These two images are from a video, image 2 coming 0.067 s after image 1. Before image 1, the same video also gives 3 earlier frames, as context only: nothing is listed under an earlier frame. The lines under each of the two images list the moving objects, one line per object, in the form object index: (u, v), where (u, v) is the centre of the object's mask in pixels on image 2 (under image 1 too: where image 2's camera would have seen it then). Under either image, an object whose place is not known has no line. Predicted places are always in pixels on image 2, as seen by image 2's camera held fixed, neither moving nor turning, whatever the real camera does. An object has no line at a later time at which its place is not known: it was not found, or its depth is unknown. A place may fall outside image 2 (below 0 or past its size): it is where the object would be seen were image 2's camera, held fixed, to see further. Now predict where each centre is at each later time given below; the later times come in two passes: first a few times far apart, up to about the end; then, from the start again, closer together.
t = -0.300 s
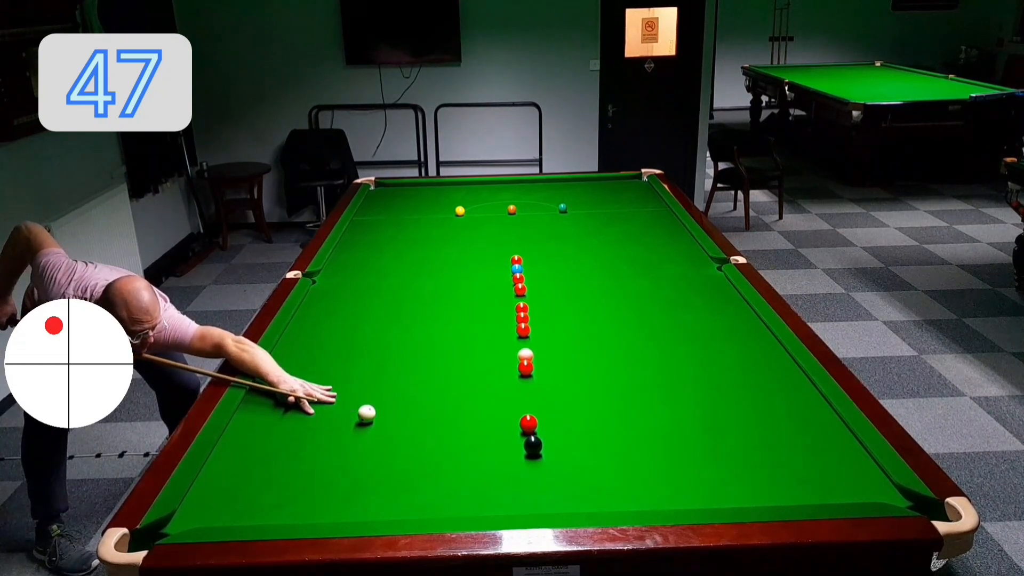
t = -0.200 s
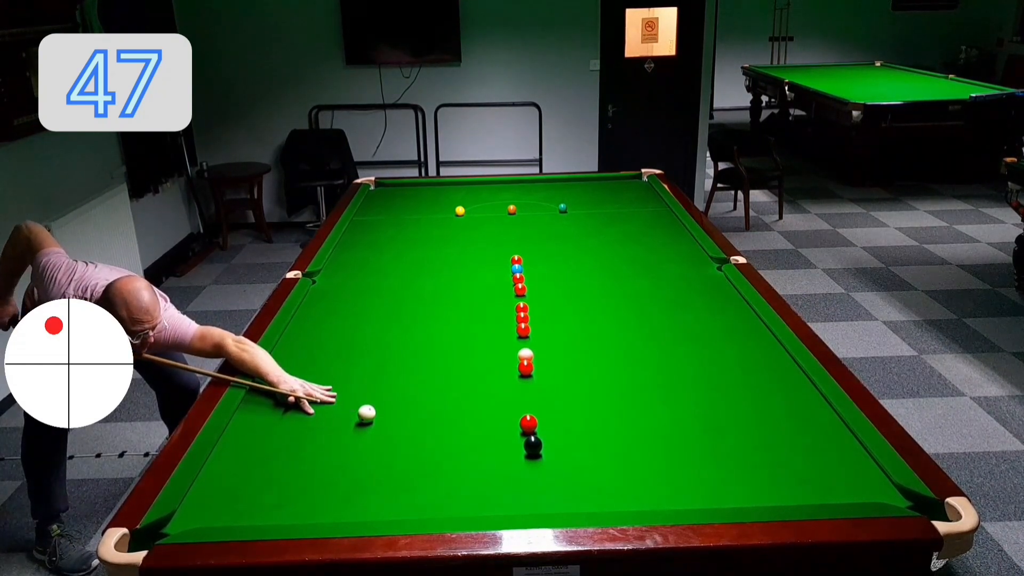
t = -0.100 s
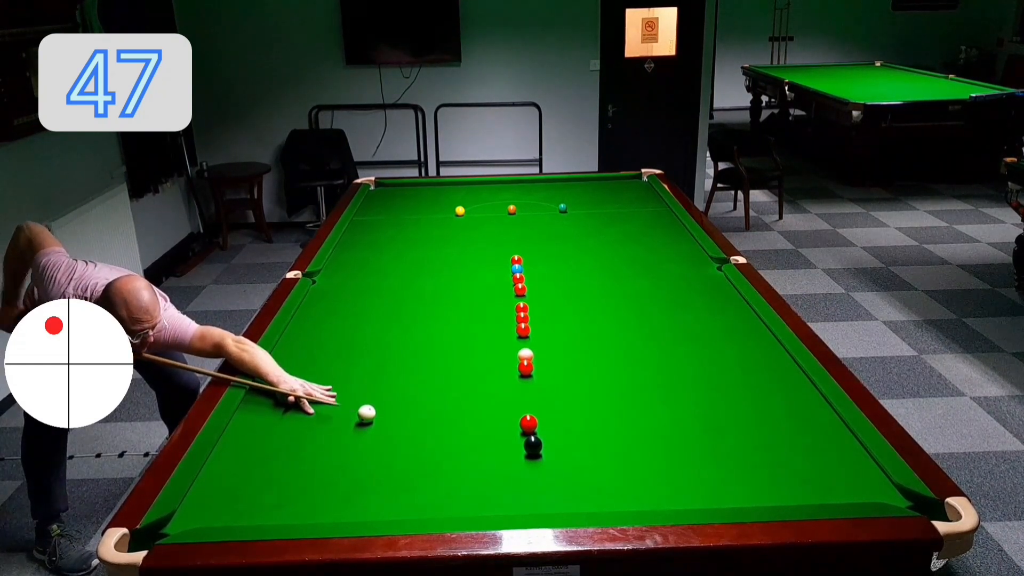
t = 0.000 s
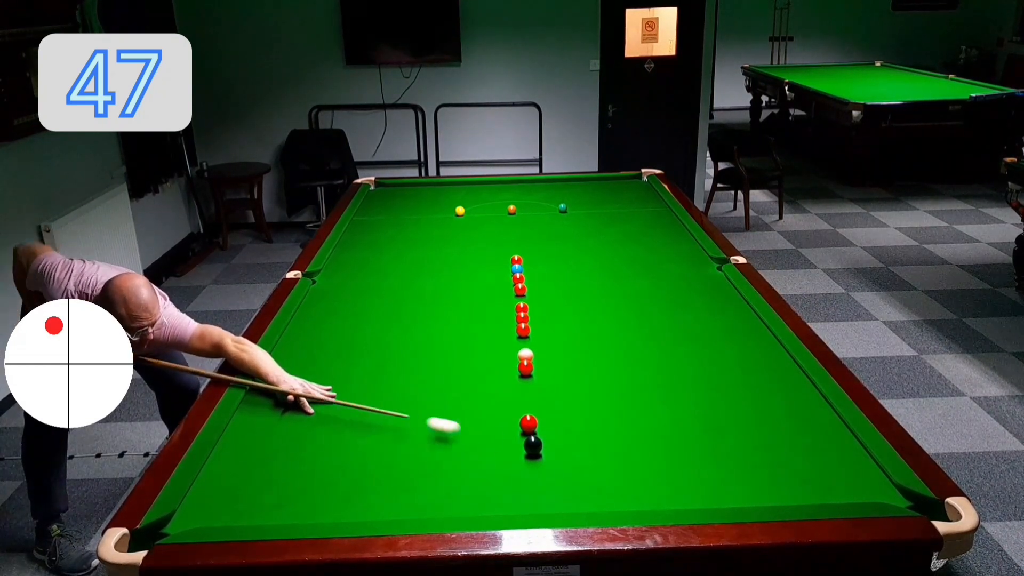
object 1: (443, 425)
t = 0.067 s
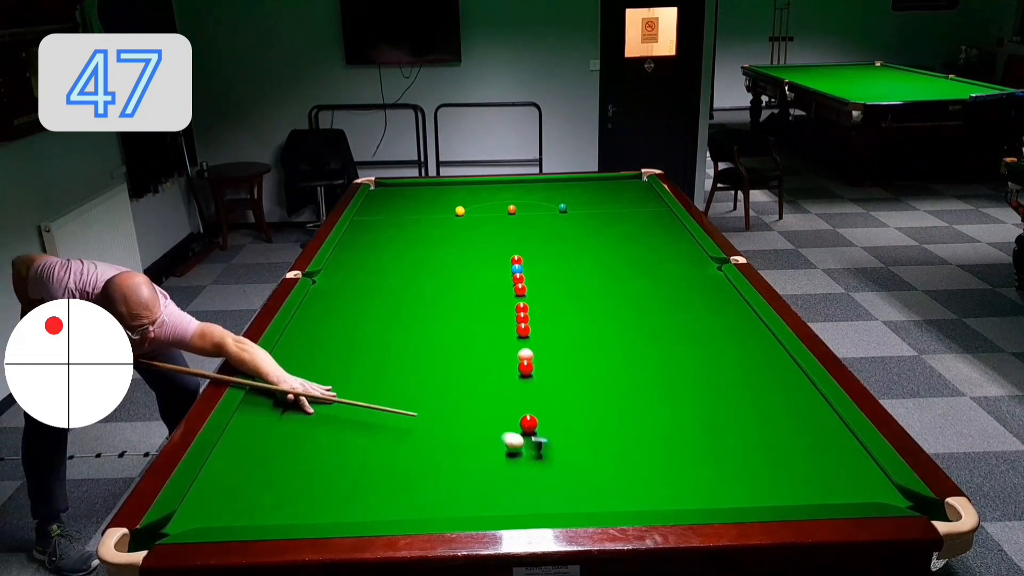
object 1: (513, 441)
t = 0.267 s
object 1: (518, 461)
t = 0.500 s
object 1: (562, 488)
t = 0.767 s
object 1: (626, 495)
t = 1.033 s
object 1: (672, 472)
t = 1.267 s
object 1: (708, 455)
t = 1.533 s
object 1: (745, 436)
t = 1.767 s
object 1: (774, 421)
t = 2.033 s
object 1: (803, 406)
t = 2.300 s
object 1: (801, 393)
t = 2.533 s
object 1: (776, 385)
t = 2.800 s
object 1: (750, 375)
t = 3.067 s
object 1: (727, 367)
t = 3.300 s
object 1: (708, 361)
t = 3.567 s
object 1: (690, 354)
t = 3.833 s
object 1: (673, 348)
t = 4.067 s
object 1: (660, 344)
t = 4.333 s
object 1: (647, 339)
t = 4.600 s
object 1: (632, 334)
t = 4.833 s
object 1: (627, 332)
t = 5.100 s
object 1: (618, 329)
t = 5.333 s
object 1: (611, 326)
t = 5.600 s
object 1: (605, 324)
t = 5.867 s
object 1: (599, 323)
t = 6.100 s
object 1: (596, 321)
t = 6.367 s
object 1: (593, 320)
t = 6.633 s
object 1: (591, 319)
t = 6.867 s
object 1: (591, 319)
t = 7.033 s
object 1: (590, 319)
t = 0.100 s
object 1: (513, 445)
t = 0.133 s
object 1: (513, 448)
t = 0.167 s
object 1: (513, 451)
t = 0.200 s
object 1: (514, 455)
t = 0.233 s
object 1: (515, 458)
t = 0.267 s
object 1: (518, 461)
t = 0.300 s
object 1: (521, 464)
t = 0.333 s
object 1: (526, 468)
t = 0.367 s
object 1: (531, 471)
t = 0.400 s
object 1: (538, 476)
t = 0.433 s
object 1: (545, 479)
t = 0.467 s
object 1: (553, 484)
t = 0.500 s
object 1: (562, 488)
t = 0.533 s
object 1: (571, 493)
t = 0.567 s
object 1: (580, 497)
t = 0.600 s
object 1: (590, 501)
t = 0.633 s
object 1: (600, 504)
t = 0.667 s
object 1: (608, 504)
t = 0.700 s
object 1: (614, 501)
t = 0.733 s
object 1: (620, 498)
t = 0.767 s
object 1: (626, 495)
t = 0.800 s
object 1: (633, 492)
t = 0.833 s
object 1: (638, 489)
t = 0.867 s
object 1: (644, 487)
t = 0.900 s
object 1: (650, 484)
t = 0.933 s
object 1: (656, 481)
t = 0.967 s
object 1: (661, 478)
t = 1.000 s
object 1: (667, 475)
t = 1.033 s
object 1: (672, 472)
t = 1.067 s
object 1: (678, 470)
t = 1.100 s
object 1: (683, 467)
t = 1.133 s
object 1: (688, 464)
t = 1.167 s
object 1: (693, 462)
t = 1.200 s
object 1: (698, 459)
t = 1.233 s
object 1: (703, 457)
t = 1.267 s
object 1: (708, 455)
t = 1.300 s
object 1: (713, 452)
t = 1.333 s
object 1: (718, 450)
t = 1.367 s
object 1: (722, 447)
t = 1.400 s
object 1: (727, 445)
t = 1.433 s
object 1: (731, 442)
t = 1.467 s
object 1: (736, 440)
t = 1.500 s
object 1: (740, 438)
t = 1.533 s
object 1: (745, 436)
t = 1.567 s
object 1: (749, 434)
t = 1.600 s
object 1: (753, 431)
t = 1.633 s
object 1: (757, 429)
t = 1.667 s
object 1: (761, 427)
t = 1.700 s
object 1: (765, 425)
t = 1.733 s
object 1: (770, 423)
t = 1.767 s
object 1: (774, 421)
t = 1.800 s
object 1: (777, 419)
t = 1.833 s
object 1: (781, 417)
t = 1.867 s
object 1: (785, 415)
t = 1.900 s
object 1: (788, 413)
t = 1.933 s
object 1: (792, 411)
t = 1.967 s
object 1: (796, 409)
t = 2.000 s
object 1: (799, 407)
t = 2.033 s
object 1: (803, 406)
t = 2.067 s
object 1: (806, 404)
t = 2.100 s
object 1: (809, 402)
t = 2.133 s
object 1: (813, 400)
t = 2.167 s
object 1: (816, 399)
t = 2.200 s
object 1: (813, 397)
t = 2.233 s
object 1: (808, 396)
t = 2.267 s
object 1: (805, 394)
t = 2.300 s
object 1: (801, 393)
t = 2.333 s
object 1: (797, 392)
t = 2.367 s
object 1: (793, 391)
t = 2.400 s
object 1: (790, 389)
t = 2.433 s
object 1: (786, 388)
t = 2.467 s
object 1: (782, 387)
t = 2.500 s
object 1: (779, 385)
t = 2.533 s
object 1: (776, 385)
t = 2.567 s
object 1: (772, 383)
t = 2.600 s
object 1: (769, 382)
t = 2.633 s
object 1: (766, 381)
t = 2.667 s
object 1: (762, 380)
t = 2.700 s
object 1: (759, 378)
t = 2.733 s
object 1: (756, 378)
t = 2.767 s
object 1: (753, 376)
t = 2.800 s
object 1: (750, 375)
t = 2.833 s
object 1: (747, 374)
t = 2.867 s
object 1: (744, 373)
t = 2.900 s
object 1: (741, 372)
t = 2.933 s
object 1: (738, 371)
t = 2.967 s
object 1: (735, 370)
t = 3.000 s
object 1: (732, 369)
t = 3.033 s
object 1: (729, 368)
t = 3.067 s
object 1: (727, 367)
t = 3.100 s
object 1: (724, 366)
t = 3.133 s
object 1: (721, 365)
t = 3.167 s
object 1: (719, 364)
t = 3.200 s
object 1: (716, 363)
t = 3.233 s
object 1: (713, 363)
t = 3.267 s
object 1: (711, 361)
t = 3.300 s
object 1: (708, 361)
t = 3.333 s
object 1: (706, 360)
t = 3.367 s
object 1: (704, 359)
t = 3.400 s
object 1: (701, 358)
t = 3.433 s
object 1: (699, 357)
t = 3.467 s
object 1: (696, 356)
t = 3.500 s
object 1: (694, 356)
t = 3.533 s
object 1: (692, 355)
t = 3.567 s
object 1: (690, 354)
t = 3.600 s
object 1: (688, 353)
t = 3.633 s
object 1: (685, 353)
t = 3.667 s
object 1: (683, 352)
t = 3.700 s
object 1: (681, 351)
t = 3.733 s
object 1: (679, 351)
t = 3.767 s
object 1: (677, 350)
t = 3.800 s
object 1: (675, 349)
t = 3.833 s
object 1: (673, 348)
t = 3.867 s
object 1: (671, 348)
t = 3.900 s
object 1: (669, 347)
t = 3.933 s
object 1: (668, 346)
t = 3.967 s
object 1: (666, 346)
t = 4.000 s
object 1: (664, 345)
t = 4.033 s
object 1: (662, 344)
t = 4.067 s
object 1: (660, 344)
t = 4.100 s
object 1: (659, 343)
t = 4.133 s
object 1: (657, 342)
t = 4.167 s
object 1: (656, 342)
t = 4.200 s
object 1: (654, 341)
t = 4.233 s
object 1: (652, 341)
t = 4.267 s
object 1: (650, 340)
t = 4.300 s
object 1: (649, 340)
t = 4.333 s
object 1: (647, 339)
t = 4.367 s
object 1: (646, 339)
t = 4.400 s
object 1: (644, 338)
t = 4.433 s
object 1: (643, 338)
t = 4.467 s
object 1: (641, 337)
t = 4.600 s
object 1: (632, 334)
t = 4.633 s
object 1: (634, 334)
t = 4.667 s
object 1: (633, 334)
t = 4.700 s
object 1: (632, 333)
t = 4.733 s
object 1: (631, 333)
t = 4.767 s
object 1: (629, 333)
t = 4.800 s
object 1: (628, 332)
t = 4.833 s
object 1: (627, 332)
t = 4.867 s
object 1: (626, 332)
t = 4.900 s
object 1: (625, 331)
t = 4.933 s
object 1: (623, 331)
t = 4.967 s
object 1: (622, 330)
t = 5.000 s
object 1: (621, 330)
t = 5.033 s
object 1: (620, 330)
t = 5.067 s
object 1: (619, 328)
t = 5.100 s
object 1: (618, 329)
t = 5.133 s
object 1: (617, 329)
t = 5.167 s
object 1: (616, 328)
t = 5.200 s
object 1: (615, 328)
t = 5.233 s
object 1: (614, 327)
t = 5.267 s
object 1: (613, 327)
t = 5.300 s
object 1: (612, 326)
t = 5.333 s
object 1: (611, 326)
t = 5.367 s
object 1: (611, 326)
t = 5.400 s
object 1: (610, 326)
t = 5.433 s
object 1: (609, 326)
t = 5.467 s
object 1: (608, 325)
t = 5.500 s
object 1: (607, 325)
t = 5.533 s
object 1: (606, 325)
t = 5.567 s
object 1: (605, 325)
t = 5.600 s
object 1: (605, 324)
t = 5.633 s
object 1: (604, 324)
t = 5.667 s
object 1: (603, 324)
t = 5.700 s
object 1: (603, 324)
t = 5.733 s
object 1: (602, 324)
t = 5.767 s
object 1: (602, 323)
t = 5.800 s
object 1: (600, 323)
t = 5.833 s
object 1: (600, 323)
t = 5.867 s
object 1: (599, 323)
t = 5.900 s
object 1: (599, 323)
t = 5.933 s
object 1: (598, 323)
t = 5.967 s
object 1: (598, 322)
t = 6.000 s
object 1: (598, 322)
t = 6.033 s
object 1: (597, 322)
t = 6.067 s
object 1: (597, 322)
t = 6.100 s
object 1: (596, 321)
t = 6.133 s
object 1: (596, 321)
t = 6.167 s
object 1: (595, 321)
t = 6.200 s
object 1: (595, 321)
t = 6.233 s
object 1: (594, 321)
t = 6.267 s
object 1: (594, 321)
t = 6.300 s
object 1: (594, 320)
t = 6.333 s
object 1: (593, 320)
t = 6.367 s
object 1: (593, 320)
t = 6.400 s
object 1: (593, 320)
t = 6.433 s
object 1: (592, 320)
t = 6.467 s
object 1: (592, 320)
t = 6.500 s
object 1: (592, 319)
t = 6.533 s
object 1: (592, 319)
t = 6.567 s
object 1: (591, 319)
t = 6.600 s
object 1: (591, 319)
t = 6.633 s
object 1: (591, 319)
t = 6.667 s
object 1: (591, 319)
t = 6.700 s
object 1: (591, 319)
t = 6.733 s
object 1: (591, 319)
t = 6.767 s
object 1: (591, 319)
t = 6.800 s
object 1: (591, 319)
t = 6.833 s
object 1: (591, 319)
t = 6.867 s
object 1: (591, 319)
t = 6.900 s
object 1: (590, 319)
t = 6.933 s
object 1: (590, 319)
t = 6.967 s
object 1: (590, 319)
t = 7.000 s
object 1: (590, 319)
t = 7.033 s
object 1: (590, 319)
